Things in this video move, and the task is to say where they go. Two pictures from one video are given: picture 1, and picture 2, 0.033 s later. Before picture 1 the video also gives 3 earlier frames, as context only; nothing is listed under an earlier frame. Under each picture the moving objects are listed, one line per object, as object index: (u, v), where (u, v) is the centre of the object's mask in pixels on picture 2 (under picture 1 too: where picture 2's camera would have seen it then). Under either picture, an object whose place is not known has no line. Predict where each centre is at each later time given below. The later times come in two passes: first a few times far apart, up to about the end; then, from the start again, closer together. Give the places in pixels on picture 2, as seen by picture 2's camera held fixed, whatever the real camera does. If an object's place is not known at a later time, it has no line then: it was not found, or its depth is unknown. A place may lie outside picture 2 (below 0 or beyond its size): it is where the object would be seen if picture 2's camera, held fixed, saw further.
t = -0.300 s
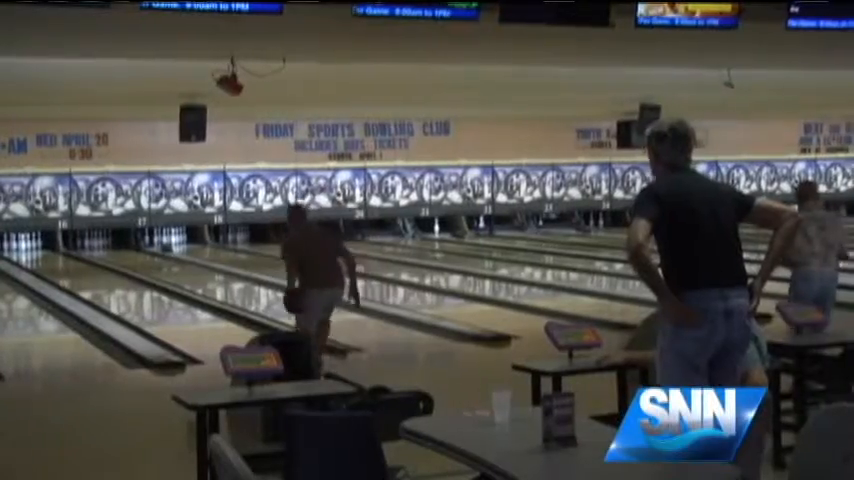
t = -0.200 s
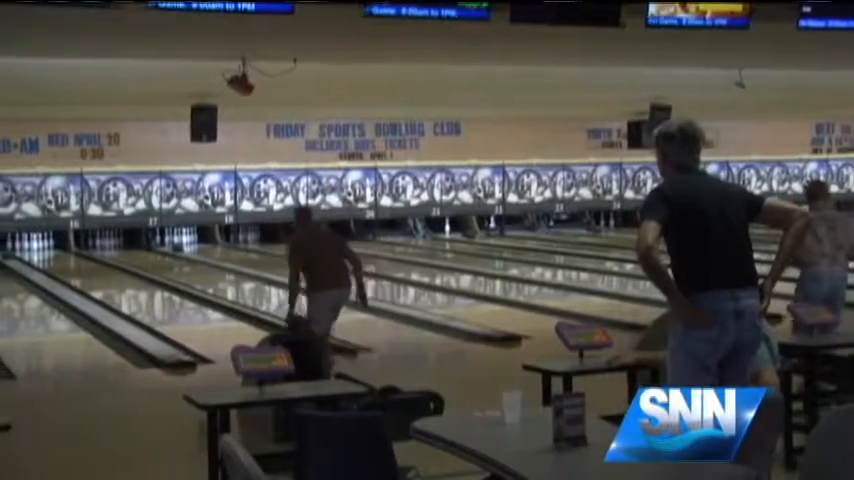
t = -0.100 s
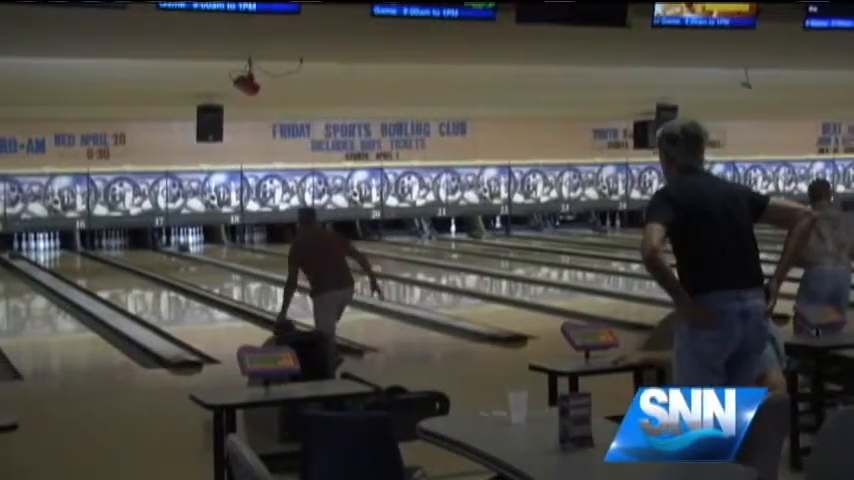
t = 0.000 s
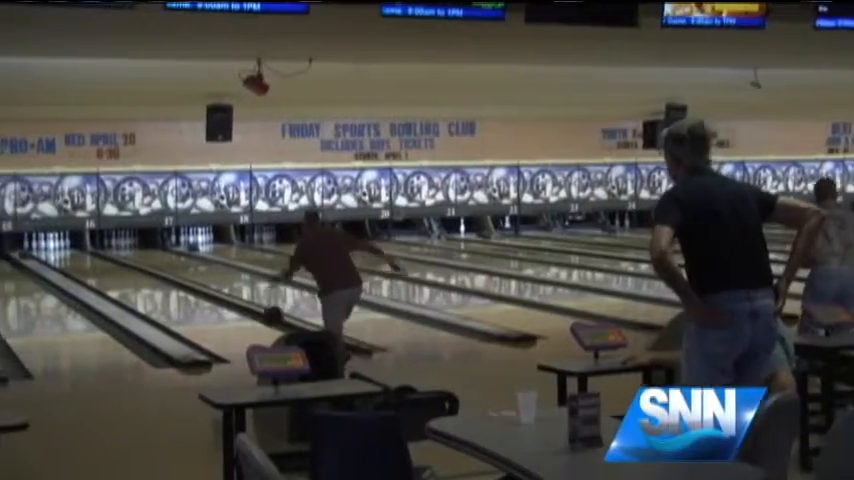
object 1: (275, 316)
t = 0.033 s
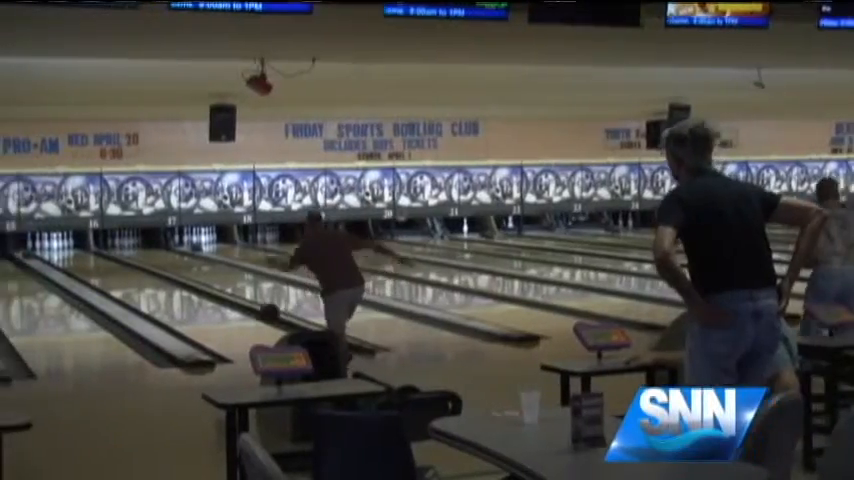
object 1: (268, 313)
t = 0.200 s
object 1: (240, 317)
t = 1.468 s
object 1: (118, 273)
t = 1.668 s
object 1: (107, 268)
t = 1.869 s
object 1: (96, 265)
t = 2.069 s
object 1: (87, 264)
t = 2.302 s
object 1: (79, 258)
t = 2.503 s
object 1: (75, 254)
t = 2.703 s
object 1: (65, 252)
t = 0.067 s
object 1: (263, 312)
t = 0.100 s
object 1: (257, 312)
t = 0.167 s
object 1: (244, 315)
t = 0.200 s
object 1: (240, 317)
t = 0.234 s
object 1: (234, 321)
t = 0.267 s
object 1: (230, 324)
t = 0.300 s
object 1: (225, 320)
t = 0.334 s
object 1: (220, 316)
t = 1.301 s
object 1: (129, 276)
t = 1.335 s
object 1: (128, 275)
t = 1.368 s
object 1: (127, 274)
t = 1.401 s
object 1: (125, 274)
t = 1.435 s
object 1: (120, 273)
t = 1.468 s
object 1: (118, 273)
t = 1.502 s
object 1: (115, 270)
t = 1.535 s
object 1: (114, 271)
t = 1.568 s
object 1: (112, 270)
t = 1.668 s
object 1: (107, 268)
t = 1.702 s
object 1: (105, 267)
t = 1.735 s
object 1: (103, 268)
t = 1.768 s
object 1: (102, 267)
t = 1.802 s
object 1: (100, 267)
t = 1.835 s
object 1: (97, 265)
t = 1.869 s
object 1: (96, 265)
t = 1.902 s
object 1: (95, 265)
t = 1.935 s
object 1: (93, 264)
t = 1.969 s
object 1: (92, 265)
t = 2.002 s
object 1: (90, 265)
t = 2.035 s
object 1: (88, 264)
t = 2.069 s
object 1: (87, 264)
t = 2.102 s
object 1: (86, 263)
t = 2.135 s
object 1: (86, 260)
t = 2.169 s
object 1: (85, 259)
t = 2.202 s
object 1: (83, 258)
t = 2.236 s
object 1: (82, 258)
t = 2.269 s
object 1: (81, 258)
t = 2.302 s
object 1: (79, 258)
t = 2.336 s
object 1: (78, 256)
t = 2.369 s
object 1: (78, 257)
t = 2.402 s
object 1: (77, 256)
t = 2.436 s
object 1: (76, 254)
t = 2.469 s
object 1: (75, 253)
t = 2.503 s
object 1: (75, 254)
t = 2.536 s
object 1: (73, 254)
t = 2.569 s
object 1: (72, 255)
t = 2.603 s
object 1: (71, 253)
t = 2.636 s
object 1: (69, 253)
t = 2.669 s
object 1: (68, 252)
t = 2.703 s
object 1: (65, 252)
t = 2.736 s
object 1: (64, 251)
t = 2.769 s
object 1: (63, 251)
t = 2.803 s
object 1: (64, 251)
